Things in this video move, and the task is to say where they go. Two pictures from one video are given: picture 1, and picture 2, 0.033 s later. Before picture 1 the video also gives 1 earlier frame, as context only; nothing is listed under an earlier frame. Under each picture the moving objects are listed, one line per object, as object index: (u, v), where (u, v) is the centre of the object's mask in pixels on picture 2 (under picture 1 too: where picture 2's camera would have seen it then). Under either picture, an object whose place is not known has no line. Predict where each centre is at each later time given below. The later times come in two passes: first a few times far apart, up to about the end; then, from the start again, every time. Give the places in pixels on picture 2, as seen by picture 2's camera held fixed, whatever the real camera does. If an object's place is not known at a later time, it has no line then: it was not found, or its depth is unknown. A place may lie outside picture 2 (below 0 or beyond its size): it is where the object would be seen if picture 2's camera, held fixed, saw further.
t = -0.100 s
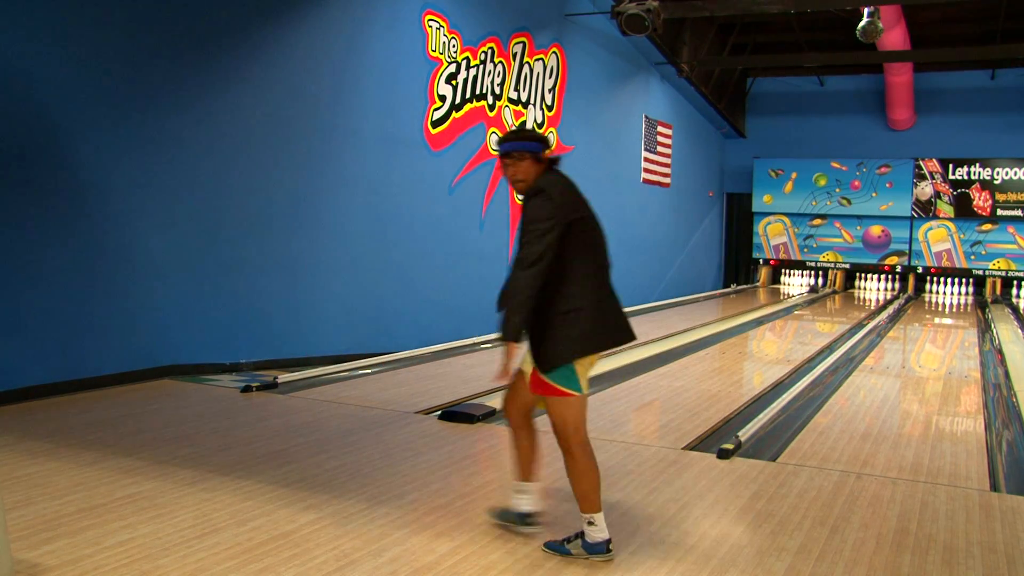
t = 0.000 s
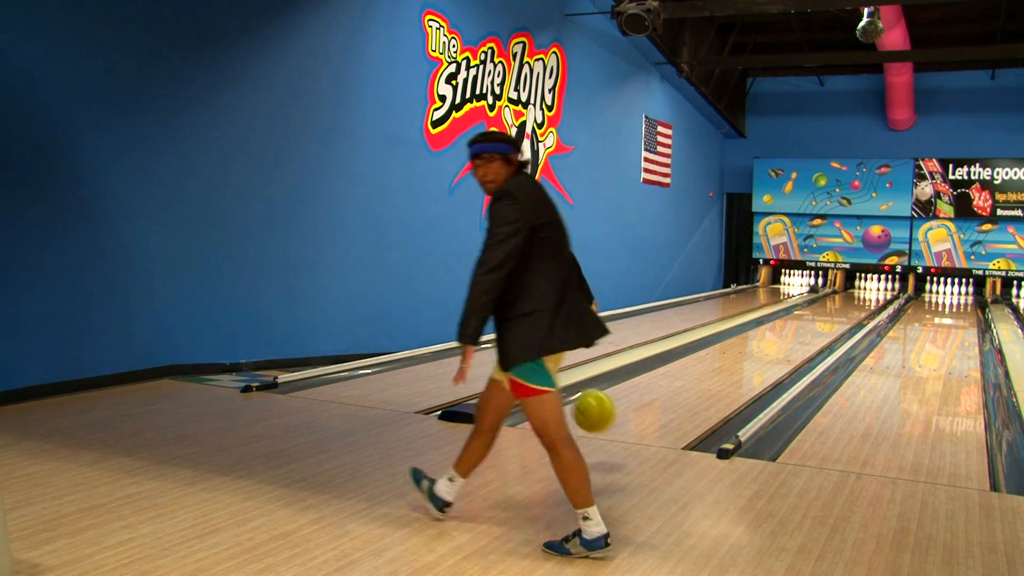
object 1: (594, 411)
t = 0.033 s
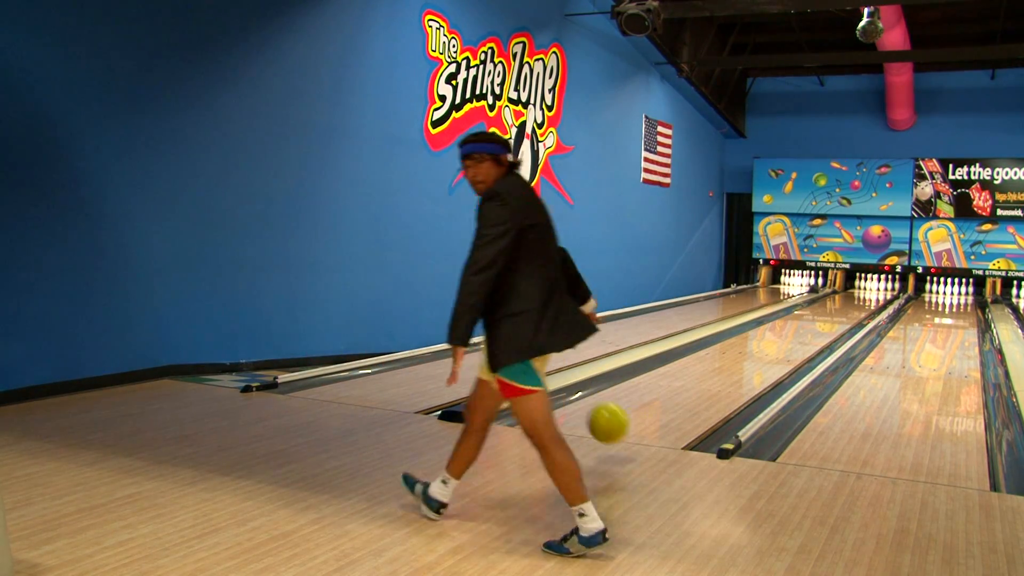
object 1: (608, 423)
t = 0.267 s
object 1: (683, 403)
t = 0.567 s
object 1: (743, 370)
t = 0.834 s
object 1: (779, 351)
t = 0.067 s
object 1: (621, 435)
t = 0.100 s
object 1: (633, 427)
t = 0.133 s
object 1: (644, 420)
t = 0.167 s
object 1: (655, 414)
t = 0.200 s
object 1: (664, 411)
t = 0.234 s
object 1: (674, 408)
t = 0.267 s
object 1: (683, 403)
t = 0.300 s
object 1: (691, 398)
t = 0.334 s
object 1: (699, 394)
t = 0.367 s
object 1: (706, 390)
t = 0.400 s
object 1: (713, 386)
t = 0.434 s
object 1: (720, 383)
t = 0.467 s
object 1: (726, 379)
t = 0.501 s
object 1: (732, 376)
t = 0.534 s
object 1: (738, 373)
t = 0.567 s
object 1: (743, 370)
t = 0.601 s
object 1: (748, 367)
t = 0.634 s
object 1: (753, 365)
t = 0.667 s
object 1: (758, 362)
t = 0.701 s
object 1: (763, 360)
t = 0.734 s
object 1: (767, 358)
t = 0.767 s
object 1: (771, 355)
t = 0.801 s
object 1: (775, 353)
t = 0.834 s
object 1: (779, 351)
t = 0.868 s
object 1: (783, 349)
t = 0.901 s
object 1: (787, 347)
